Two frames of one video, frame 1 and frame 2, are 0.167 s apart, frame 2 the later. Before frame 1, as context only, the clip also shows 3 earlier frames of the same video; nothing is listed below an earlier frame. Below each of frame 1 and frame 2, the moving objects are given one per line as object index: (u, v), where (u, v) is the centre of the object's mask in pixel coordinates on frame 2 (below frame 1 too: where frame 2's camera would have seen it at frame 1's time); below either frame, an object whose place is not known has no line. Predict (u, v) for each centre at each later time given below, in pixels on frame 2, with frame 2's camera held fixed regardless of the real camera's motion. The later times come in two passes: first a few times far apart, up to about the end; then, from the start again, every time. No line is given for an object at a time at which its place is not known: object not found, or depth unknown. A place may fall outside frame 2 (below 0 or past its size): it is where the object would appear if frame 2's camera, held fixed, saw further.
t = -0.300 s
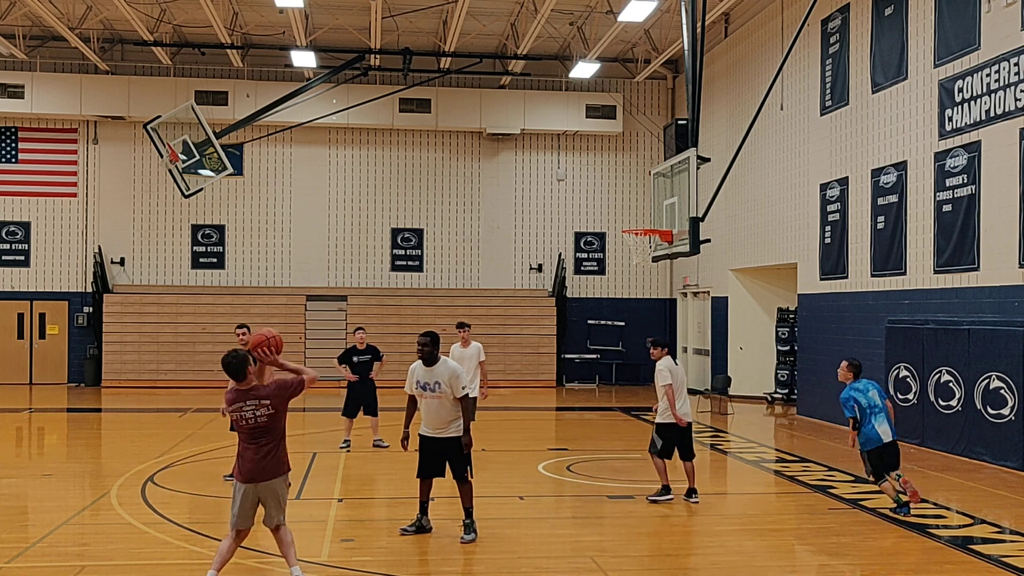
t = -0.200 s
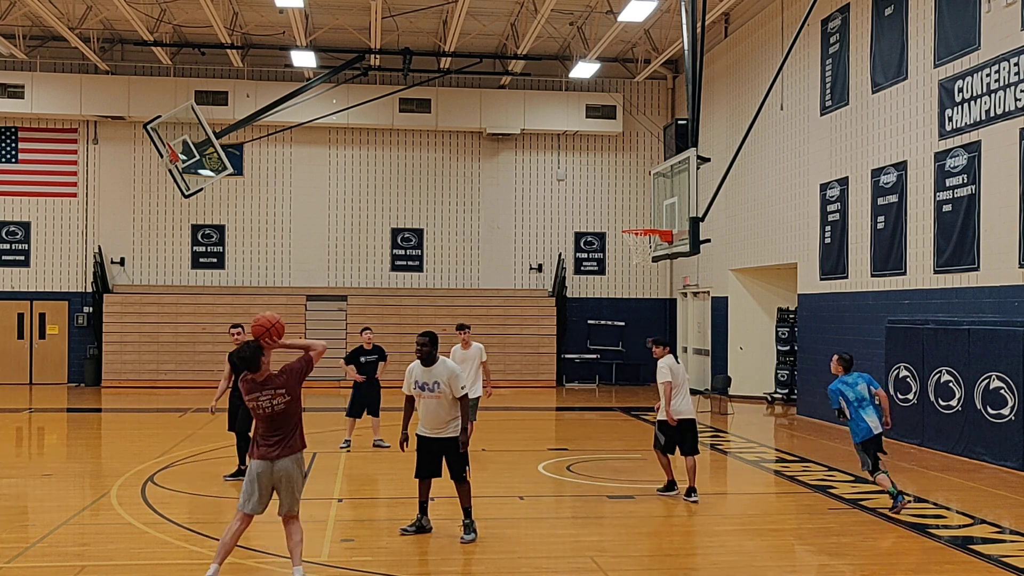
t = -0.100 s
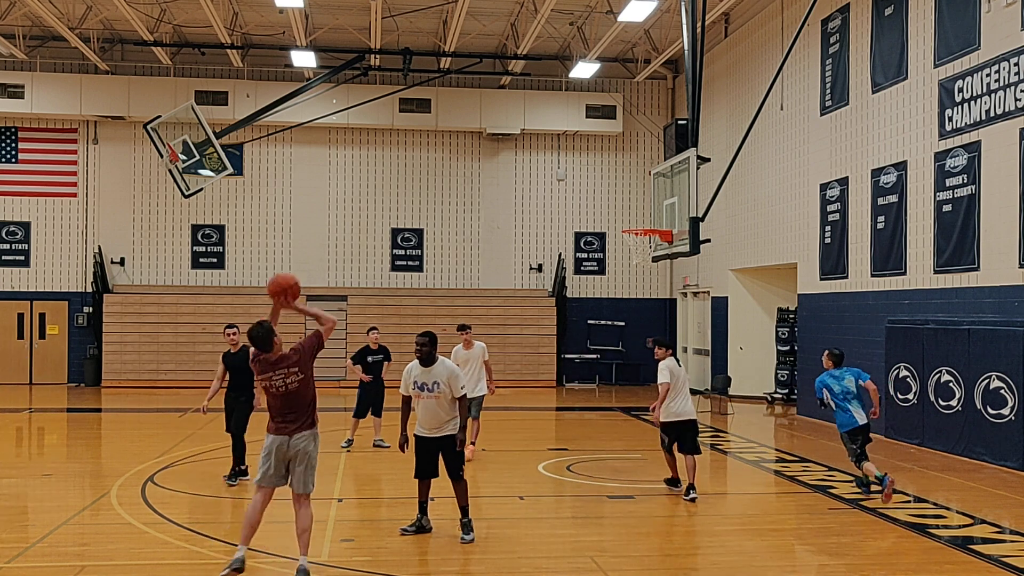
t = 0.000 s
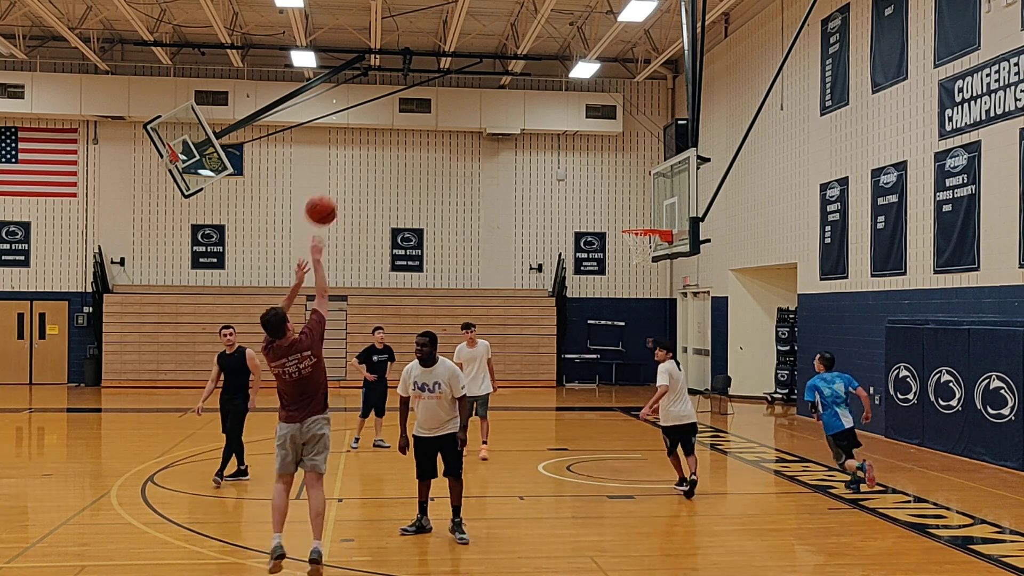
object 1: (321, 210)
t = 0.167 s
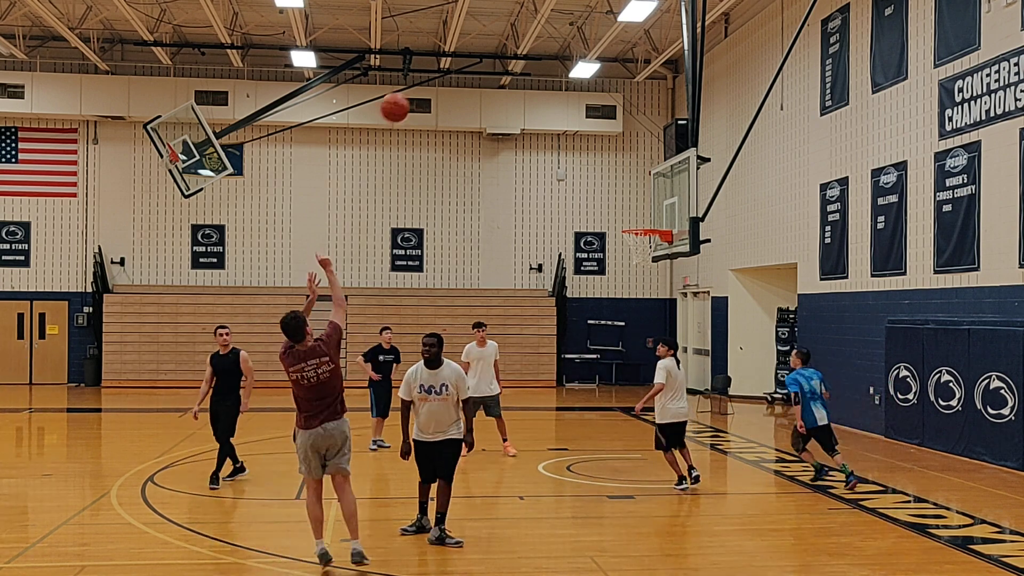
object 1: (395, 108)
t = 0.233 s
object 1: (420, 80)
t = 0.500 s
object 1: (505, 30)
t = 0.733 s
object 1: (564, 48)
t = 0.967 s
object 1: (611, 106)
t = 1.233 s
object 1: (655, 210)
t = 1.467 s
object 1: (628, 212)
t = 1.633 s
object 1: (605, 223)
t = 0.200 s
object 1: (407, 93)
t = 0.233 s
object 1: (420, 80)
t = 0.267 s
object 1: (431, 69)
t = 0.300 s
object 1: (443, 59)
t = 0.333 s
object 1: (454, 51)
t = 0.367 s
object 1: (465, 45)
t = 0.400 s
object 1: (476, 39)
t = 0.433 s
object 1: (486, 35)
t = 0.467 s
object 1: (496, 32)
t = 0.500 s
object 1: (505, 30)
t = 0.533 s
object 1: (514, 30)
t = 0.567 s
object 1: (523, 30)
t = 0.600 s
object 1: (532, 32)
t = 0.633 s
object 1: (540, 34)
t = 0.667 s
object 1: (548, 38)
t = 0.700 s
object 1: (556, 42)
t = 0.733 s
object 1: (564, 48)
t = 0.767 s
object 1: (571, 53)
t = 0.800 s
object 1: (577, 59)
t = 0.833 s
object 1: (585, 68)
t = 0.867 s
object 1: (593, 77)
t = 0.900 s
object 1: (599, 85)
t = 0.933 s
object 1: (605, 95)
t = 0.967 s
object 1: (611, 106)
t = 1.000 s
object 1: (617, 116)
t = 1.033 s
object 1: (623, 129)
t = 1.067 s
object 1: (629, 140)
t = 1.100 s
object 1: (635, 153)
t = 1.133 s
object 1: (640, 167)
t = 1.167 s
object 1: (645, 181)
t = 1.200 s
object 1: (650, 196)
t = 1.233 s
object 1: (655, 210)
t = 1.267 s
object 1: (658, 223)
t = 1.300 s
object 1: (653, 220)
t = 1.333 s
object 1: (648, 217)
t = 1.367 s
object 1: (643, 215)
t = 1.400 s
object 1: (638, 213)
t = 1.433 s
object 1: (633, 212)
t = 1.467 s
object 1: (628, 212)
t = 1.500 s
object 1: (624, 212)
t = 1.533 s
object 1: (619, 214)
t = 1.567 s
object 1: (614, 216)
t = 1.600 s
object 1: (610, 219)
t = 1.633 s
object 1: (605, 223)
